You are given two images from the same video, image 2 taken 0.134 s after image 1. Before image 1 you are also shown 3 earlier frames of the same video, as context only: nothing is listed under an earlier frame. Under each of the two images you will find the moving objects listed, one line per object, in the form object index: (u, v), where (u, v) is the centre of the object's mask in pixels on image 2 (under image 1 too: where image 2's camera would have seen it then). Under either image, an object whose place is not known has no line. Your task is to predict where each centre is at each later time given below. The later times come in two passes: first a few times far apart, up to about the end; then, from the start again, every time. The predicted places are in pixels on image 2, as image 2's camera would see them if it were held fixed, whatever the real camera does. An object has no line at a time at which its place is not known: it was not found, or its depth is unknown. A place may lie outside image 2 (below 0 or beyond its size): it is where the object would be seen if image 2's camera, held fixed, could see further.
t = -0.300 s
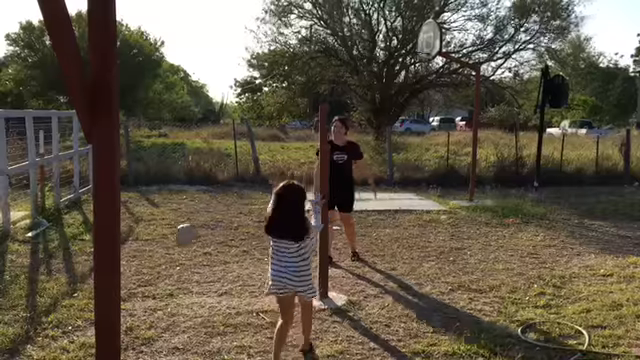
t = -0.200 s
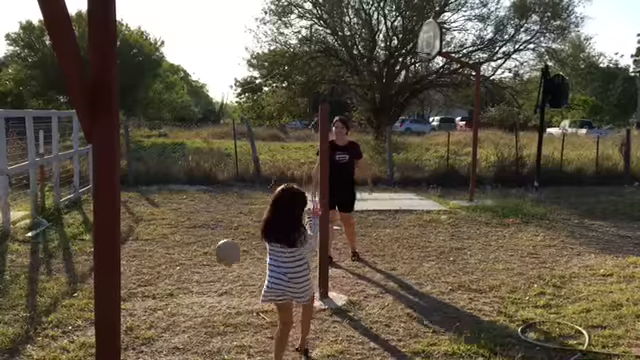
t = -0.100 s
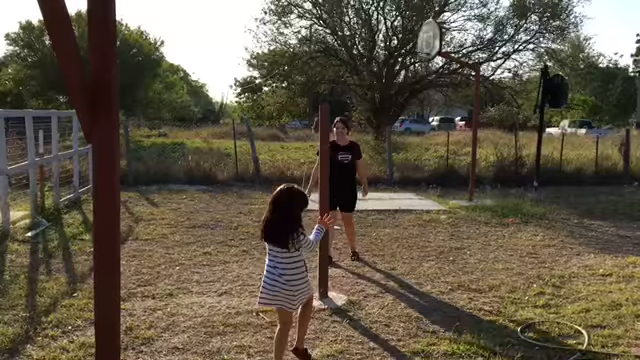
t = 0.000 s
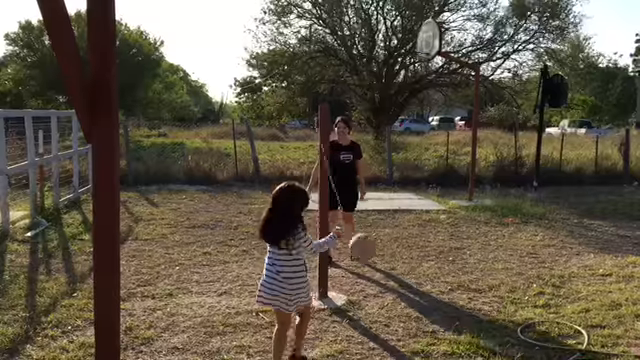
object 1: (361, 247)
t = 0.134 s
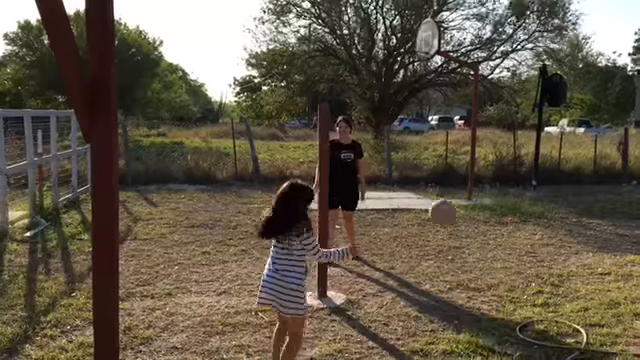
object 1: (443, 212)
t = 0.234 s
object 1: (467, 182)
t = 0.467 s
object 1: (463, 149)
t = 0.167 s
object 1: (454, 202)
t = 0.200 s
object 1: (460, 194)
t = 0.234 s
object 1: (467, 182)
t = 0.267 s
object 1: (471, 177)
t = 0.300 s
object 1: (471, 168)
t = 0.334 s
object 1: (474, 162)
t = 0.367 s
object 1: (476, 158)
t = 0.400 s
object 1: (476, 154)
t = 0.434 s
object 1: (470, 151)
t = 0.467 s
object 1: (463, 149)
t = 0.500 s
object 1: (455, 149)
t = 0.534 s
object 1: (449, 149)
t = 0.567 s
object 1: (434, 149)
